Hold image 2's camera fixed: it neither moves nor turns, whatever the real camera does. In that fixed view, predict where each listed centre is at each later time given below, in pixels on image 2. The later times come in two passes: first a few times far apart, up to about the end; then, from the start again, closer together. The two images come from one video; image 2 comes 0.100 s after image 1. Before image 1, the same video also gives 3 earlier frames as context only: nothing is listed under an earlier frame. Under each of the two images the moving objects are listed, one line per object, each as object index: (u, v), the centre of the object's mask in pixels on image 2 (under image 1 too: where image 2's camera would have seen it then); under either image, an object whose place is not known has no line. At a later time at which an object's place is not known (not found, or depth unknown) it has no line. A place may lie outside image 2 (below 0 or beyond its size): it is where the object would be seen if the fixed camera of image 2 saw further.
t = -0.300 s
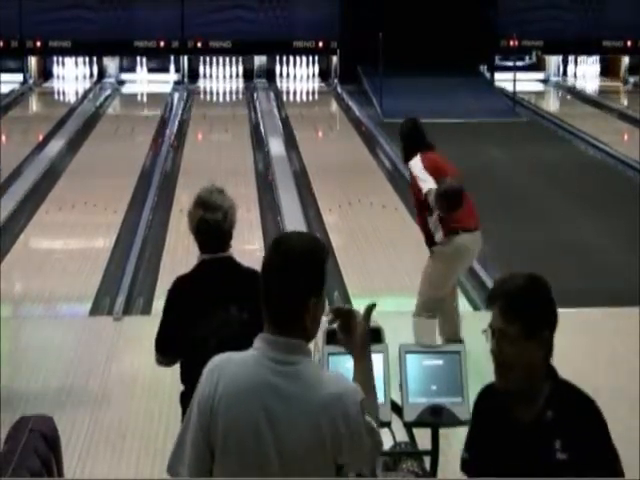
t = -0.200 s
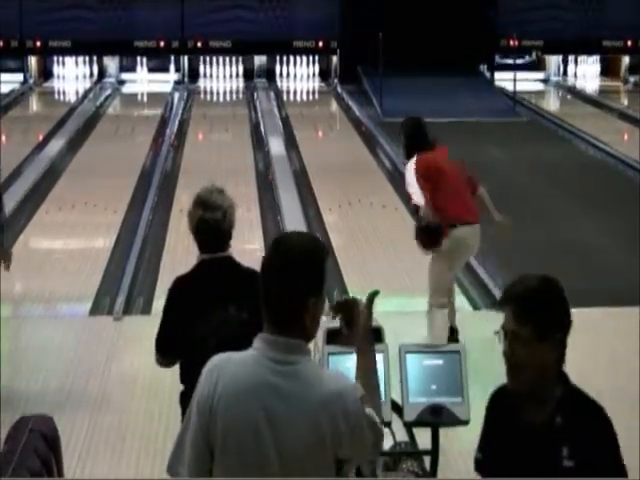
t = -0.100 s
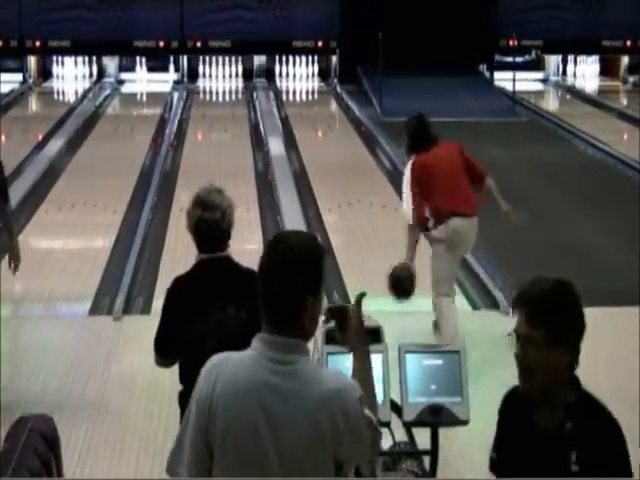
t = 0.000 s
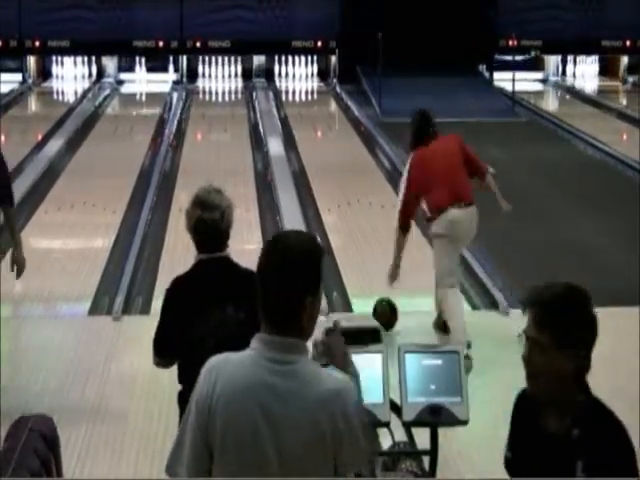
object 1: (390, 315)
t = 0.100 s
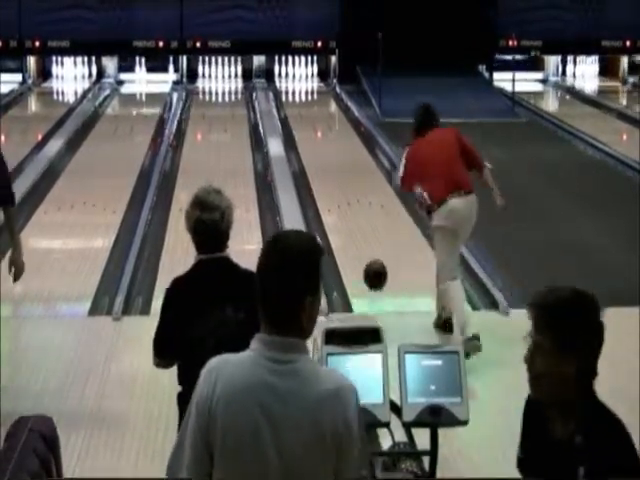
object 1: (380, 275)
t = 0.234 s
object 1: (368, 245)
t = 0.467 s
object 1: (352, 218)
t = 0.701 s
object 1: (340, 186)
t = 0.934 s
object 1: (330, 160)
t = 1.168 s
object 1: (323, 140)
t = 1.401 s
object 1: (315, 122)
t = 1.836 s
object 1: (305, 96)
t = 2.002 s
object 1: (302, 89)
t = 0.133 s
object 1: (377, 264)
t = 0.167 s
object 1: (373, 256)
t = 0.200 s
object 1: (371, 250)
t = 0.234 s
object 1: (368, 245)
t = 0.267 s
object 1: (365, 242)
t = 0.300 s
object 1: (364, 240)
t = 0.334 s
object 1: (361, 240)
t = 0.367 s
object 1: (359, 234)
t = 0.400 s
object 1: (357, 227)
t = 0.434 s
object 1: (355, 223)
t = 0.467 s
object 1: (352, 218)
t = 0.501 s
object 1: (351, 214)
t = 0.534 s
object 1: (349, 208)
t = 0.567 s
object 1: (347, 203)
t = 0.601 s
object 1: (345, 199)
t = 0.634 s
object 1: (343, 194)
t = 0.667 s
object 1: (342, 190)
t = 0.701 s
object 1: (340, 186)
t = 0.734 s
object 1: (339, 182)
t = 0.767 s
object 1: (337, 177)
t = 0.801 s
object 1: (336, 174)
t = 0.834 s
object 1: (335, 171)
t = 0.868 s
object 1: (333, 167)
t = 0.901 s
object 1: (332, 164)
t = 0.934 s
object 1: (330, 160)
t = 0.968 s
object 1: (329, 157)
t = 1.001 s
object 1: (328, 154)
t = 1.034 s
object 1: (327, 151)
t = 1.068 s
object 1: (325, 148)
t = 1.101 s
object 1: (324, 145)
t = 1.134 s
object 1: (323, 142)
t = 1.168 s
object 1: (323, 140)
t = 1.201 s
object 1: (322, 137)
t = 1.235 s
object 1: (321, 134)
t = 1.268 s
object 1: (319, 132)
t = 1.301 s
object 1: (319, 129)
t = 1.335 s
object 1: (317, 127)
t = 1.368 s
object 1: (316, 125)
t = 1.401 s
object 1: (315, 122)
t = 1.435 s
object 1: (315, 120)
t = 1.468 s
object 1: (314, 118)
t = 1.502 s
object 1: (312, 116)
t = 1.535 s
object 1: (312, 114)
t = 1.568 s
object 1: (311, 111)
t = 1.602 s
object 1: (310, 109)
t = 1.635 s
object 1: (309, 107)
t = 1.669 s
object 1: (309, 105)
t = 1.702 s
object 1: (307, 103)
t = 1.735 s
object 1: (307, 101)
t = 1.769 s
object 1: (307, 99)
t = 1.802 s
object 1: (306, 98)
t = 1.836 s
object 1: (305, 96)
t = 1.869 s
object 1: (304, 95)
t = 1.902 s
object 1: (303, 94)
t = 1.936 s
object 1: (303, 92)
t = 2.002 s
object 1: (302, 89)
